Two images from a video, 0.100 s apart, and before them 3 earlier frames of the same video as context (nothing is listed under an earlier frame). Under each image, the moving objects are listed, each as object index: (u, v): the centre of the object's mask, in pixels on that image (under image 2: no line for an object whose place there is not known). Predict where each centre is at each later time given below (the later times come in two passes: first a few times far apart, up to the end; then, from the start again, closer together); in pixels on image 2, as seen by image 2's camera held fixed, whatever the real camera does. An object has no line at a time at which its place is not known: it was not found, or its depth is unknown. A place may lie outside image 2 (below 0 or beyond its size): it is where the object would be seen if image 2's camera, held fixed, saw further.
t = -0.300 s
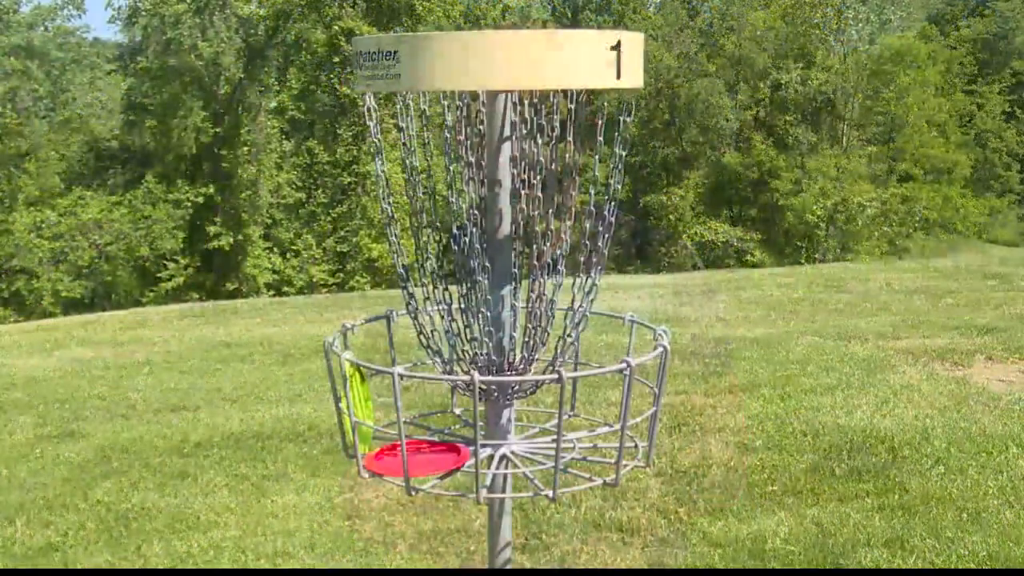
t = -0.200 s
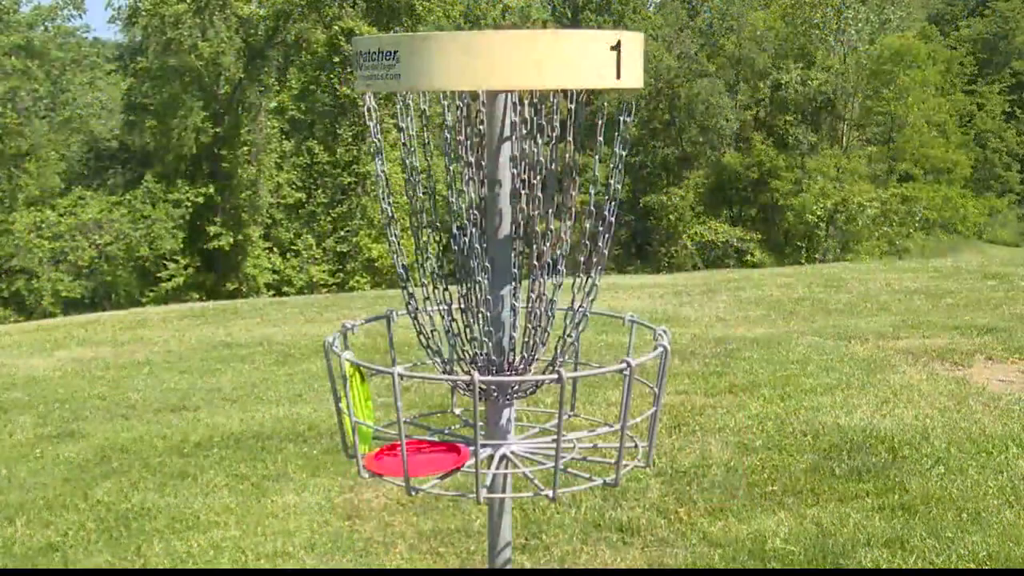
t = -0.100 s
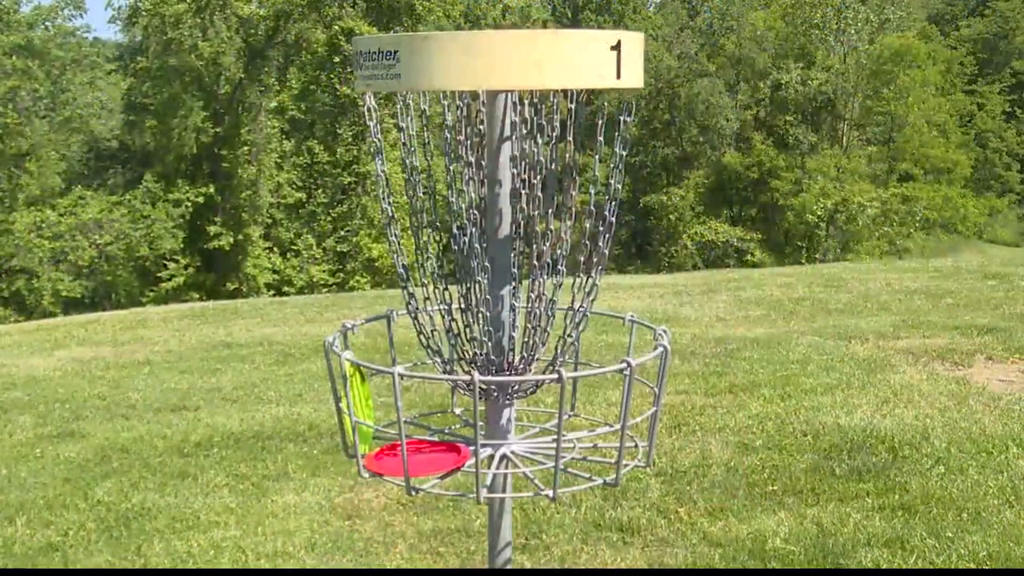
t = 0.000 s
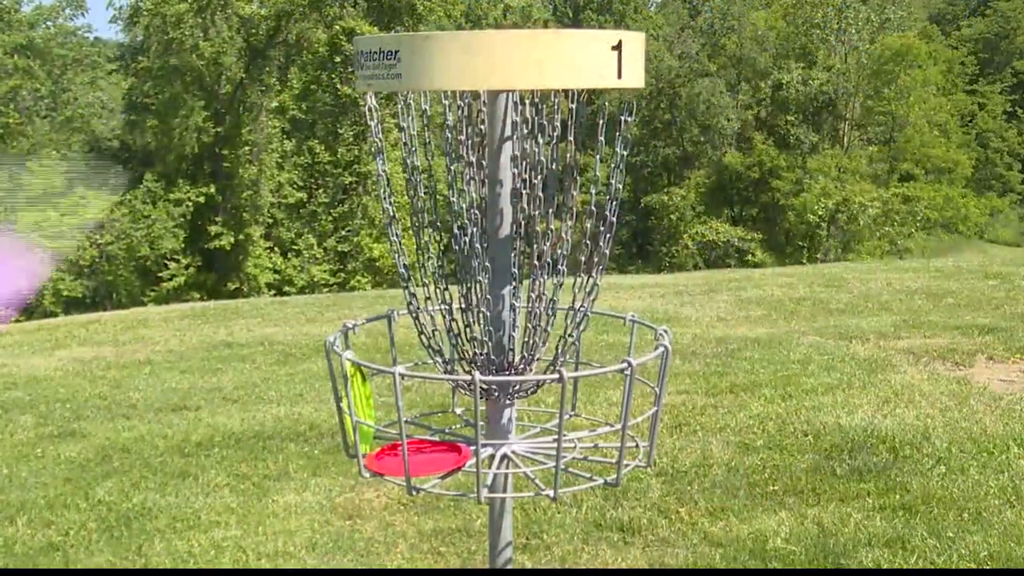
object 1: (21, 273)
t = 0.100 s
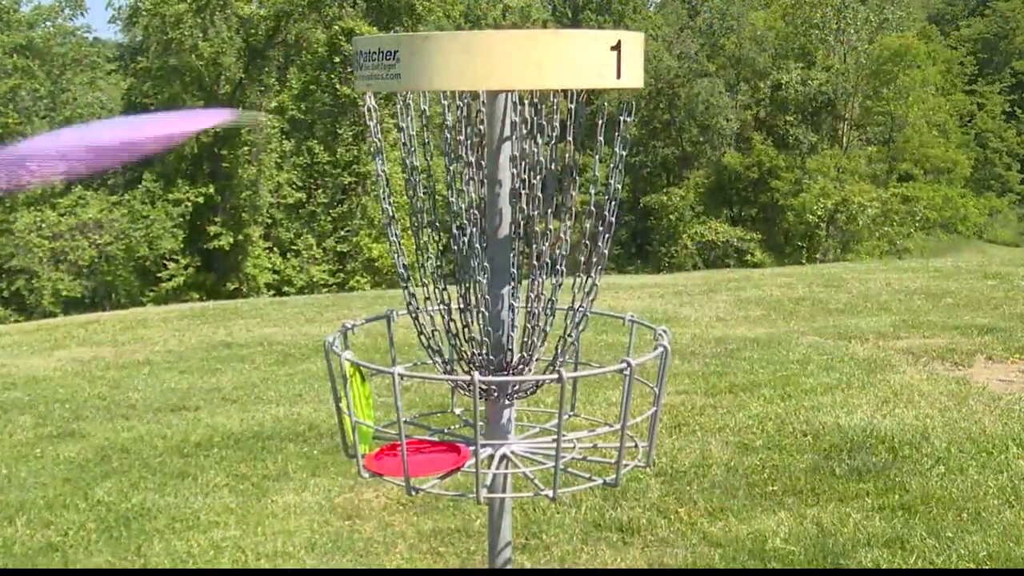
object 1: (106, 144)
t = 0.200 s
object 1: (243, 143)
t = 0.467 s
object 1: (389, 292)
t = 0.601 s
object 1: (399, 382)
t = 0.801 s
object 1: (416, 392)
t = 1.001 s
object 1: (437, 431)
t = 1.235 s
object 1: (439, 432)
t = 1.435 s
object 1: (439, 431)
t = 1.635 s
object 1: (439, 432)
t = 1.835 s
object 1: (438, 432)
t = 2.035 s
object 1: (439, 432)
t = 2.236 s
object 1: (439, 432)
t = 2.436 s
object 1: (438, 432)
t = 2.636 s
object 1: (438, 432)
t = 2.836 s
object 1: (438, 432)
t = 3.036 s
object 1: (438, 432)
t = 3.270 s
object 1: (438, 432)
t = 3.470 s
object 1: (438, 432)
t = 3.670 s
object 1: (438, 431)
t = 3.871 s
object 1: (438, 432)
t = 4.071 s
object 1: (438, 432)
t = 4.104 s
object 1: (438, 432)
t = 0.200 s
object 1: (243, 143)
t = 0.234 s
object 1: (263, 148)
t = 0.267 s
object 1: (290, 160)
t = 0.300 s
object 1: (320, 181)
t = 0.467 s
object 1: (389, 292)
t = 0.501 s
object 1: (395, 308)
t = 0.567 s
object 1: (385, 365)
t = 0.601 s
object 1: (399, 382)
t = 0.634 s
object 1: (388, 378)
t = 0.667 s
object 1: (390, 374)
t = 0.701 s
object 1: (391, 377)
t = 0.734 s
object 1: (399, 385)
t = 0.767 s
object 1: (406, 389)
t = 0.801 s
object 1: (416, 392)
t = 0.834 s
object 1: (419, 395)
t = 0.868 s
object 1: (422, 400)
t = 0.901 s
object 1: (434, 403)
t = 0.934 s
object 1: (434, 409)
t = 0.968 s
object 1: (435, 420)
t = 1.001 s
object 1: (437, 431)
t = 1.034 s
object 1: (439, 431)
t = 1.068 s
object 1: (437, 428)
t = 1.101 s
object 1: (437, 429)
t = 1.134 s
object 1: (439, 429)
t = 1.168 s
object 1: (439, 432)
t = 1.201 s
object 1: (439, 432)
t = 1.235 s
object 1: (439, 432)
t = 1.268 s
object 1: (438, 432)
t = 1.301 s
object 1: (439, 432)
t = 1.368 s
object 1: (438, 431)
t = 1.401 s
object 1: (438, 431)
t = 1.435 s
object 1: (439, 431)
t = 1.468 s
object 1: (439, 432)
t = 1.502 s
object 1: (439, 432)
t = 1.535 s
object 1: (439, 432)
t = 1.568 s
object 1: (439, 432)
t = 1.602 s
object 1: (439, 432)
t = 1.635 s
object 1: (439, 432)
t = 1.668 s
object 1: (438, 432)
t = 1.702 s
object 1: (438, 432)
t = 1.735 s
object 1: (438, 432)
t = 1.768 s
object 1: (438, 432)
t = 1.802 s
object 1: (438, 432)
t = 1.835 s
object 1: (438, 432)
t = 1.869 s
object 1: (439, 432)
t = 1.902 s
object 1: (439, 432)
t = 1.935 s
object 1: (439, 432)
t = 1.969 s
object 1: (439, 432)
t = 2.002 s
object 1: (438, 432)
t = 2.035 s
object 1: (439, 432)
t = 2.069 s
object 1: (439, 432)
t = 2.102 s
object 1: (439, 432)
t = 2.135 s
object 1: (438, 432)
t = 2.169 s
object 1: (438, 432)
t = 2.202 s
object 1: (438, 432)
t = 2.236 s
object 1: (439, 432)
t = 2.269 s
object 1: (438, 432)
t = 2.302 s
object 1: (439, 432)
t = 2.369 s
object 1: (438, 432)
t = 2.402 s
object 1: (438, 432)
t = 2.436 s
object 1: (438, 432)
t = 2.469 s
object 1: (439, 432)
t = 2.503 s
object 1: (438, 432)
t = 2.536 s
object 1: (438, 432)
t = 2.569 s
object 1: (439, 432)
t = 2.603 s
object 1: (439, 432)
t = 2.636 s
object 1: (438, 432)
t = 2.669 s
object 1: (438, 432)
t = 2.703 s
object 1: (438, 432)
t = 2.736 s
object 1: (438, 432)
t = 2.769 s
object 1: (438, 432)
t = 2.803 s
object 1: (438, 432)
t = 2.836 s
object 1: (438, 432)
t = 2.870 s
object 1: (438, 432)
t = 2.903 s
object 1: (438, 432)
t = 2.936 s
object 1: (438, 432)
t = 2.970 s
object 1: (438, 432)
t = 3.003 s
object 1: (438, 432)
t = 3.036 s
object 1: (438, 432)
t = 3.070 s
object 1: (438, 432)
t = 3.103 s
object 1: (438, 432)
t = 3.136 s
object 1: (438, 432)
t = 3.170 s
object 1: (438, 432)
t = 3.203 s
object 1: (438, 432)
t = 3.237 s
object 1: (438, 432)
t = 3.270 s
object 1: (438, 432)
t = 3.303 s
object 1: (438, 432)
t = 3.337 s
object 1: (438, 432)
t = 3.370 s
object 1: (438, 432)
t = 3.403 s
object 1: (438, 432)
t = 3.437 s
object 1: (438, 432)
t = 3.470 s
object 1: (438, 432)
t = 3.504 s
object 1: (438, 432)
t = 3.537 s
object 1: (438, 432)
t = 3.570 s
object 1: (438, 432)
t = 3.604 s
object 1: (439, 432)
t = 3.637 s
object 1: (439, 431)
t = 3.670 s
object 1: (438, 431)
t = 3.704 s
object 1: (439, 432)
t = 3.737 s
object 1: (438, 432)
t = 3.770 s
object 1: (439, 431)
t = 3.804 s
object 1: (438, 432)
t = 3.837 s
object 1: (438, 431)
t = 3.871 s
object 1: (438, 432)
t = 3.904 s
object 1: (438, 432)
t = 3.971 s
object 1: (438, 432)
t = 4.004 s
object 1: (438, 432)
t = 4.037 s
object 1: (438, 432)
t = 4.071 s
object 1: (438, 432)
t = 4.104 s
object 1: (438, 432)
